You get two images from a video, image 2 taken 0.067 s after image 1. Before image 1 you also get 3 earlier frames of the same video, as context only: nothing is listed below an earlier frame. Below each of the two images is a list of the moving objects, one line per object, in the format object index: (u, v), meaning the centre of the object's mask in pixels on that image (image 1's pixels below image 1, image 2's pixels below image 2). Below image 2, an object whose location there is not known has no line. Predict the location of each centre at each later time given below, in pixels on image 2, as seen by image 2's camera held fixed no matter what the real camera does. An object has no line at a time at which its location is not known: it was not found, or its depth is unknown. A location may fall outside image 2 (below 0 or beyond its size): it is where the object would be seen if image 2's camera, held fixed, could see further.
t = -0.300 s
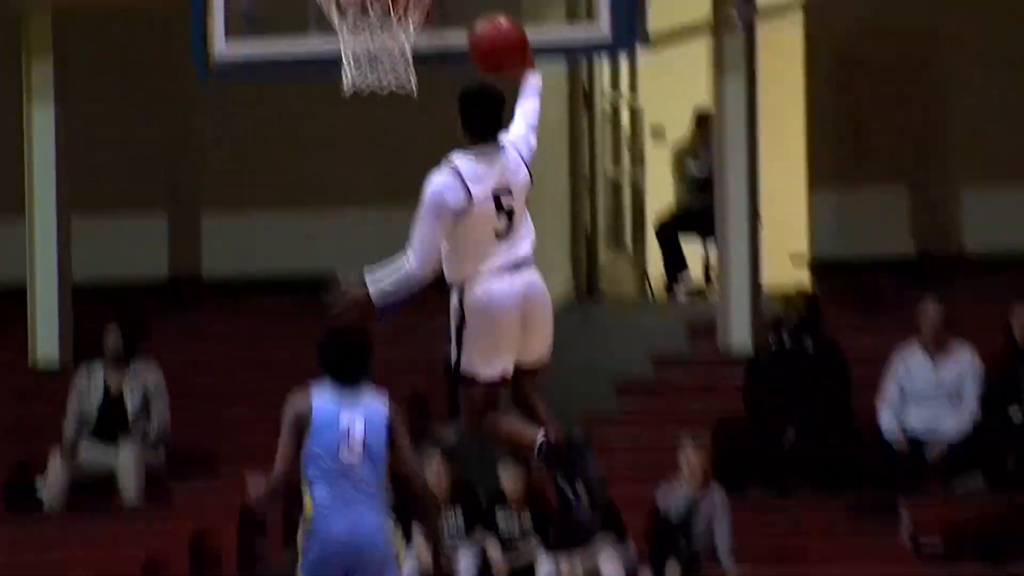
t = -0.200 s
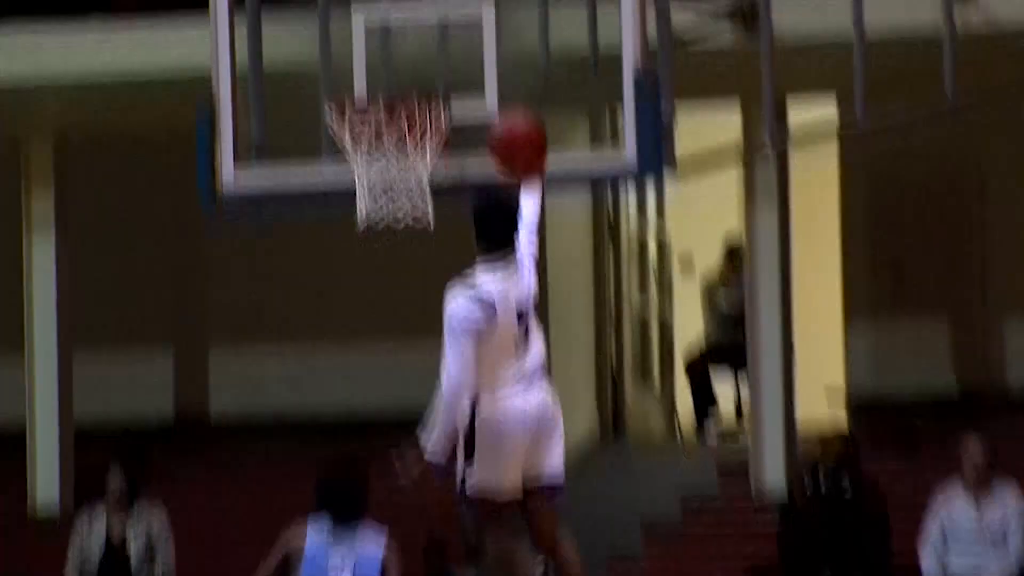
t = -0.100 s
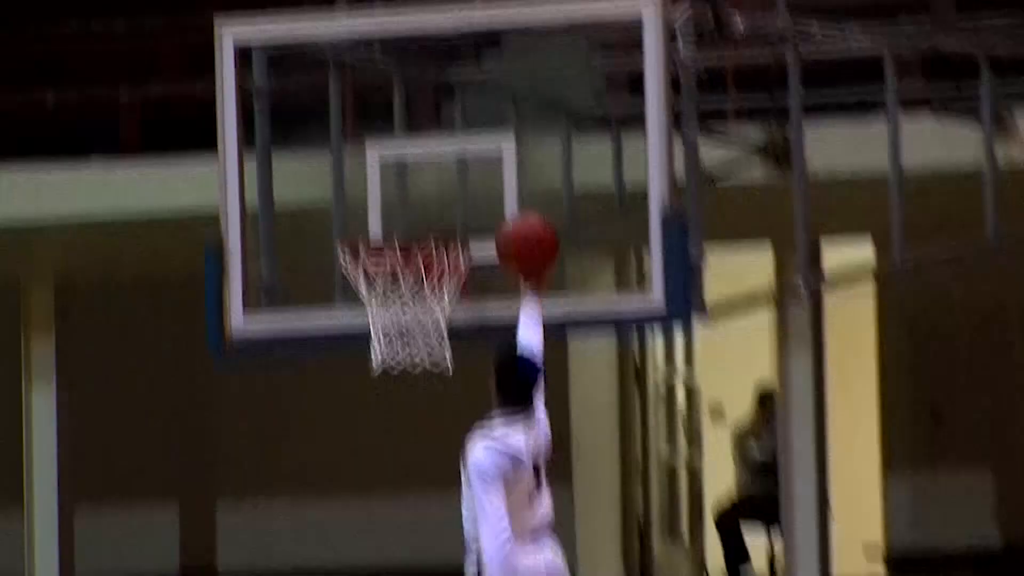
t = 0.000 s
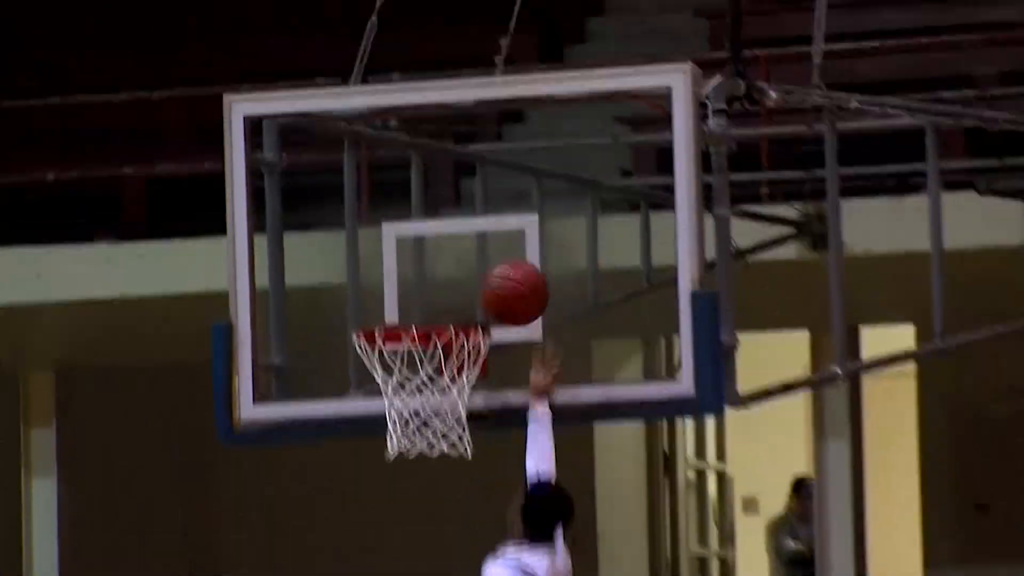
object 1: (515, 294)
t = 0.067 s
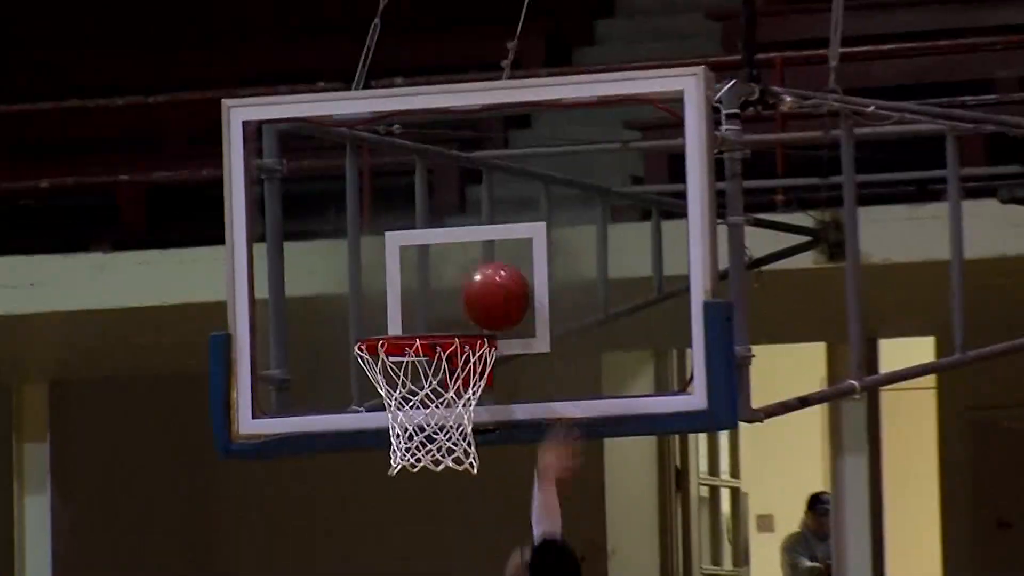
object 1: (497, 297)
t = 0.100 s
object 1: (484, 296)
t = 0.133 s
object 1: (472, 295)
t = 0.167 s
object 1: (460, 296)
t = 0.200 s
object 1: (448, 300)
